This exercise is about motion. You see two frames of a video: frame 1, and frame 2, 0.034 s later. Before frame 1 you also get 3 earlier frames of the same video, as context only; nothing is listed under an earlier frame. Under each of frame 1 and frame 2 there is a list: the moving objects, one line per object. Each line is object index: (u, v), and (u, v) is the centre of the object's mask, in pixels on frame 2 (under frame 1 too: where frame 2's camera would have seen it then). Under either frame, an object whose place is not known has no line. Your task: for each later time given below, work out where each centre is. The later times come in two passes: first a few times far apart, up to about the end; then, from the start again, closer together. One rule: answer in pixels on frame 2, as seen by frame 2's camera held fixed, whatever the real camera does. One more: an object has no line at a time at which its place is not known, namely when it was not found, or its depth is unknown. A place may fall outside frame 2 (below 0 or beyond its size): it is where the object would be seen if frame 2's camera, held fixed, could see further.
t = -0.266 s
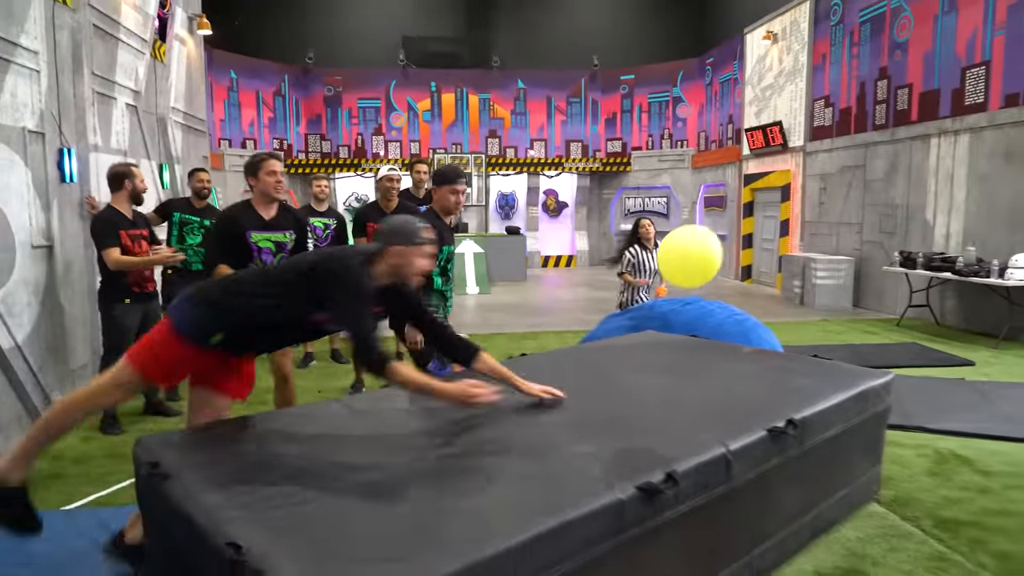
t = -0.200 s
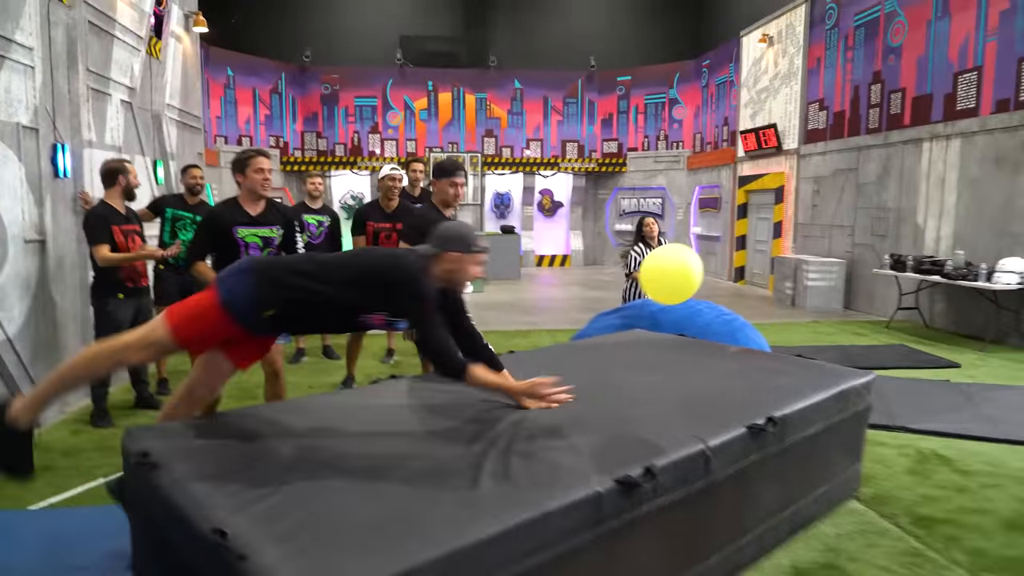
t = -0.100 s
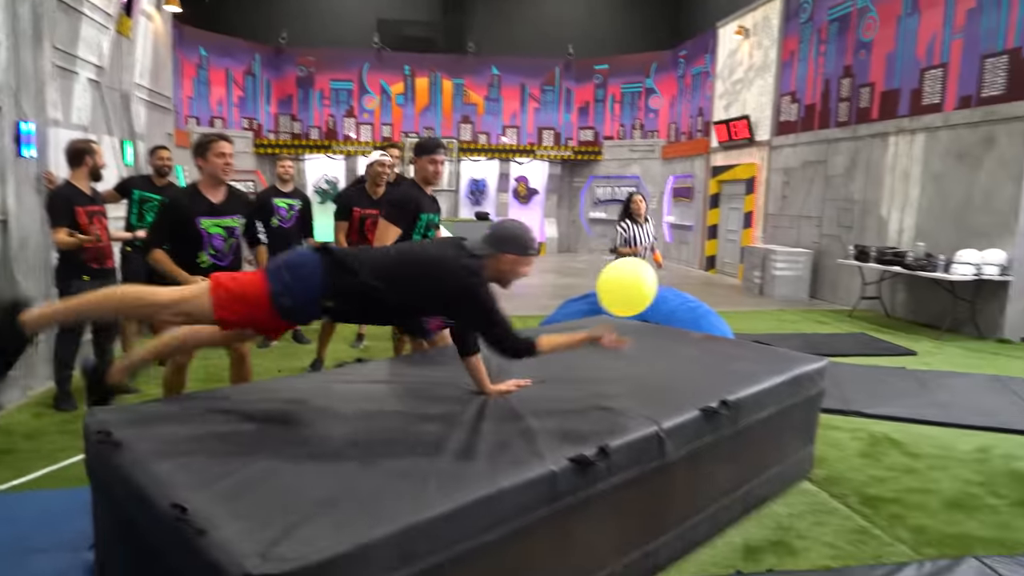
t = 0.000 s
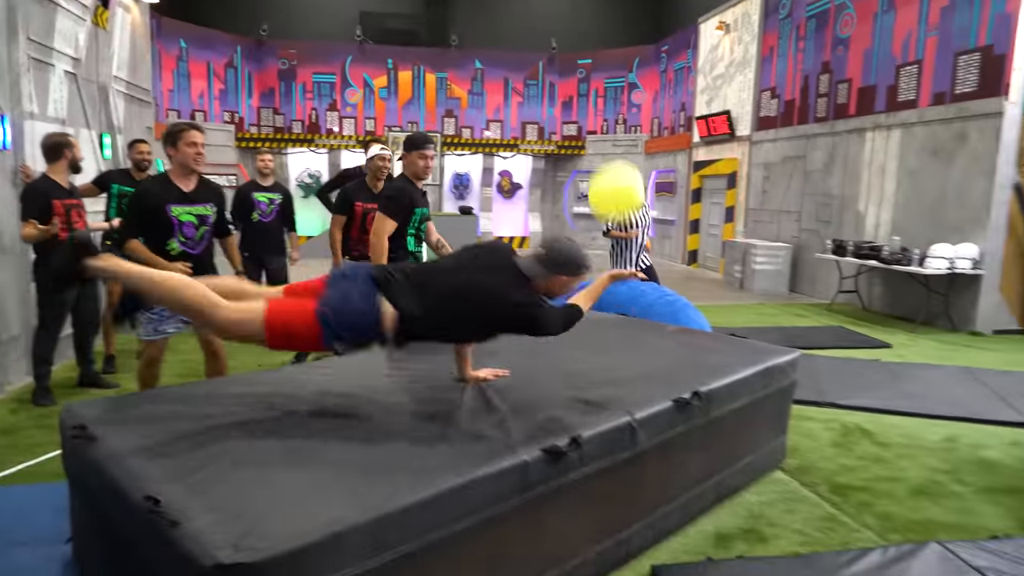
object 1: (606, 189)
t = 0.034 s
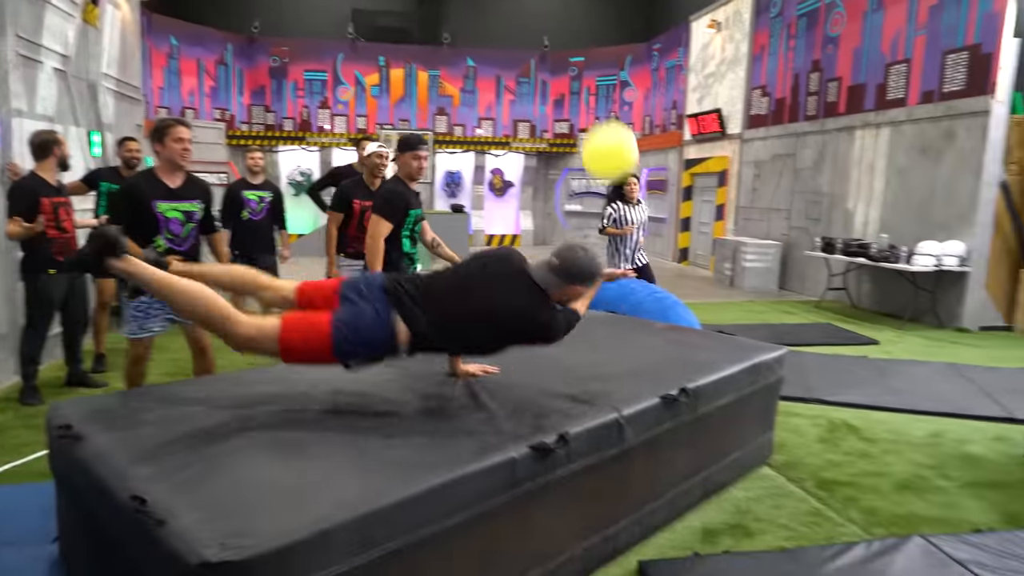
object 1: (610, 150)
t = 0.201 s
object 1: (626, 32)
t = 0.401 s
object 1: (650, -9)
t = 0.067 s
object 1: (612, 117)
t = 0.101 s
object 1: (614, 88)
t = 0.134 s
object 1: (616, 65)
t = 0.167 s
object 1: (621, 47)
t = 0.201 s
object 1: (626, 32)
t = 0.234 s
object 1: (631, 21)
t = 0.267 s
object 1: (636, 13)
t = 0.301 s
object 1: (640, 5)
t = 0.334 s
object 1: (644, -1)
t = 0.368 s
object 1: (647, -5)
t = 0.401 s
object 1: (650, -9)
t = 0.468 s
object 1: (653, -12)
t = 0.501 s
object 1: (655, -12)
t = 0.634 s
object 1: (662, -5)
